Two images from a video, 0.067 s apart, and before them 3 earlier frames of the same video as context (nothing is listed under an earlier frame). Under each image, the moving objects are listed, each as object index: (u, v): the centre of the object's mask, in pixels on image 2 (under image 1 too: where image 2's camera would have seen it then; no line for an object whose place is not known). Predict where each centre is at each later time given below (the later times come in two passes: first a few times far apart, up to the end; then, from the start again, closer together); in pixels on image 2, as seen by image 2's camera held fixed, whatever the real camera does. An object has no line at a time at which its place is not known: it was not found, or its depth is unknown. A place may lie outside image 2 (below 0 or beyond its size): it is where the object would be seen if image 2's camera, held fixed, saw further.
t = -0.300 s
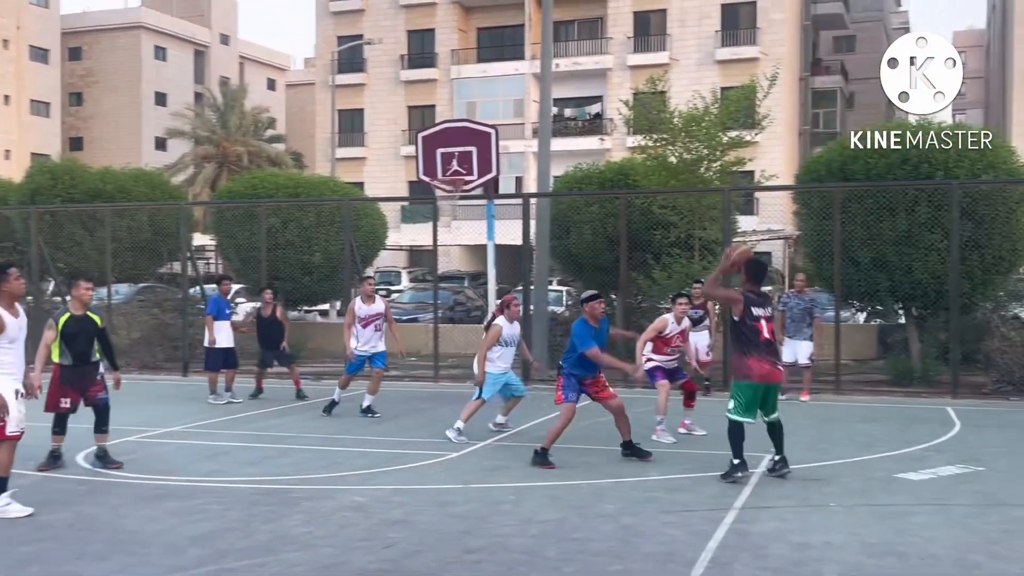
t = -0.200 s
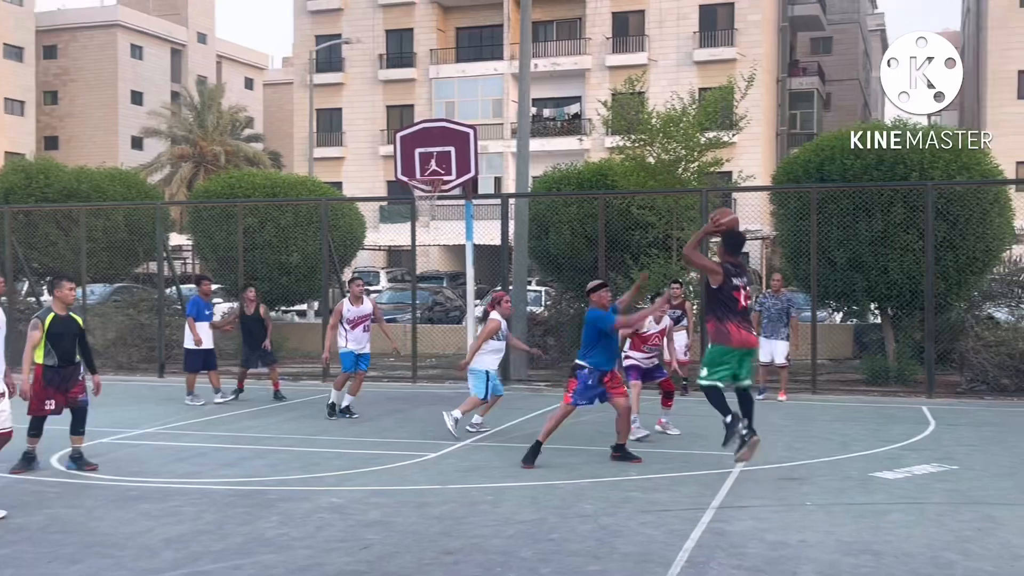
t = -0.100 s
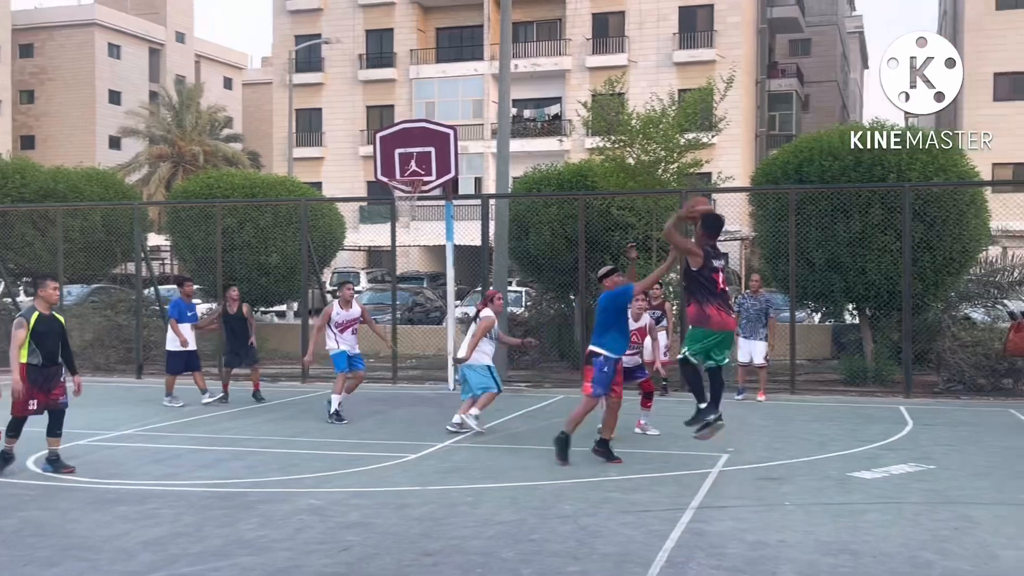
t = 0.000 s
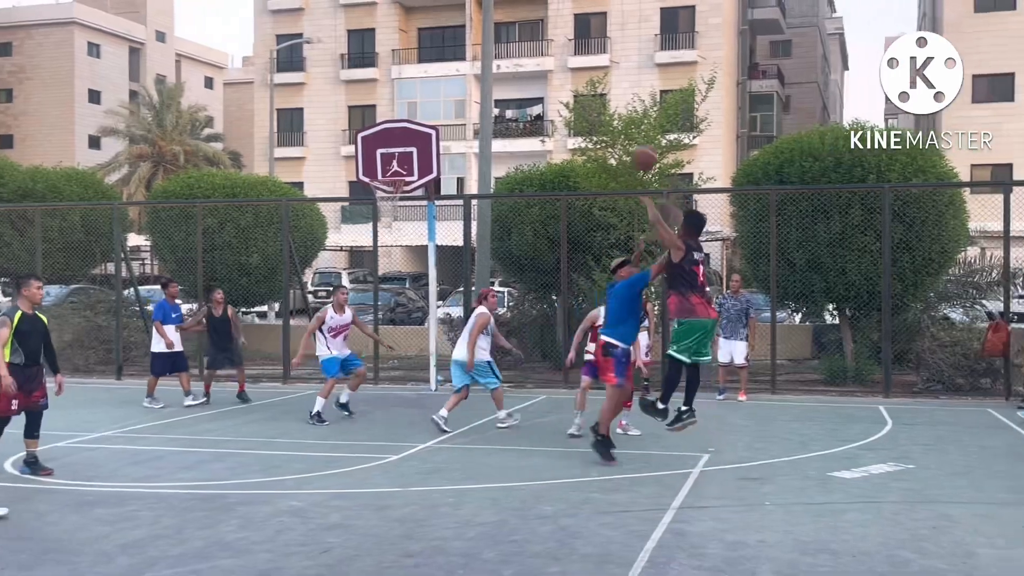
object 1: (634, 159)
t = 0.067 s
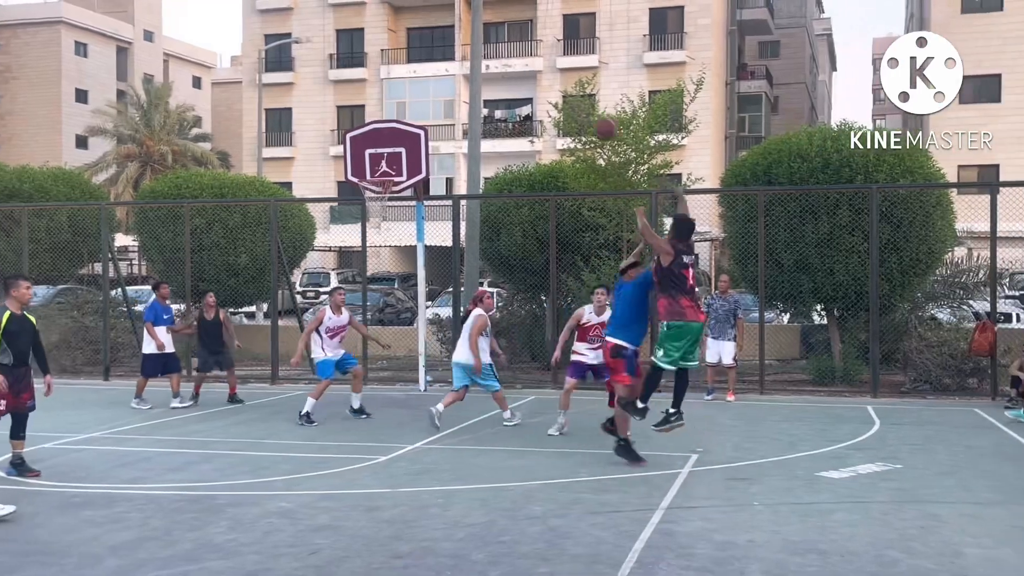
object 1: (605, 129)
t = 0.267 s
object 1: (534, 74)
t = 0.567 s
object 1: (448, 75)
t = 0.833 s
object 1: (389, 134)
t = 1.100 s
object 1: (325, 171)
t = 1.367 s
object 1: (237, 203)
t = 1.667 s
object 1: (123, 322)
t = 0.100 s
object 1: (593, 115)
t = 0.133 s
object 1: (580, 105)
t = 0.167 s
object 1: (567, 95)
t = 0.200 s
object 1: (556, 86)
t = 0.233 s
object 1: (545, 80)
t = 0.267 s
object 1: (534, 74)
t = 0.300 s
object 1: (523, 70)
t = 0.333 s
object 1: (513, 68)
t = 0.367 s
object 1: (503, 66)
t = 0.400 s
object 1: (493, 65)
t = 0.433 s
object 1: (484, 65)
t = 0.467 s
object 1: (475, 67)
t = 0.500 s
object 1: (465, 69)
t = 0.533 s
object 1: (457, 71)
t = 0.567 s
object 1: (448, 75)
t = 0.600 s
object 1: (440, 80)
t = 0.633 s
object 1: (432, 85)
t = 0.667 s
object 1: (425, 92)
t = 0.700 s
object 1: (418, 98)
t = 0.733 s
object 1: (410, 106)
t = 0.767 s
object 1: (403, 115)
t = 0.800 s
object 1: (397, 125)
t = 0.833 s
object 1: (389, 134)
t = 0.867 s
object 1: (383, 143)
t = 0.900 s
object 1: (377, 153)
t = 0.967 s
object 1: (364, 176)
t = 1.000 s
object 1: (355, 174)
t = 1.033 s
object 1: (346, 173)
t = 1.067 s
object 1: (335, 172)
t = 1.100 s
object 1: (325, 171)
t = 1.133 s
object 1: (315, 172)
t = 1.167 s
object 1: (304, 174)
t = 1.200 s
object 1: (293, 176)
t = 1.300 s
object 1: (261, 190)
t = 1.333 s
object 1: (248, 195)
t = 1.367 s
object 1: (237, 203)
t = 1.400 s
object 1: (226, 211)
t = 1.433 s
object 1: (213, 222)
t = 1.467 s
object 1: (200, 233)
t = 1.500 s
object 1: (188, 244)
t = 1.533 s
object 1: (176, 257)
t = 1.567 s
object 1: (163, 272)
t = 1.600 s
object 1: (150, 287)
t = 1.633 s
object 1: (137, 305)
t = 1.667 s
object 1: (123, 322)
